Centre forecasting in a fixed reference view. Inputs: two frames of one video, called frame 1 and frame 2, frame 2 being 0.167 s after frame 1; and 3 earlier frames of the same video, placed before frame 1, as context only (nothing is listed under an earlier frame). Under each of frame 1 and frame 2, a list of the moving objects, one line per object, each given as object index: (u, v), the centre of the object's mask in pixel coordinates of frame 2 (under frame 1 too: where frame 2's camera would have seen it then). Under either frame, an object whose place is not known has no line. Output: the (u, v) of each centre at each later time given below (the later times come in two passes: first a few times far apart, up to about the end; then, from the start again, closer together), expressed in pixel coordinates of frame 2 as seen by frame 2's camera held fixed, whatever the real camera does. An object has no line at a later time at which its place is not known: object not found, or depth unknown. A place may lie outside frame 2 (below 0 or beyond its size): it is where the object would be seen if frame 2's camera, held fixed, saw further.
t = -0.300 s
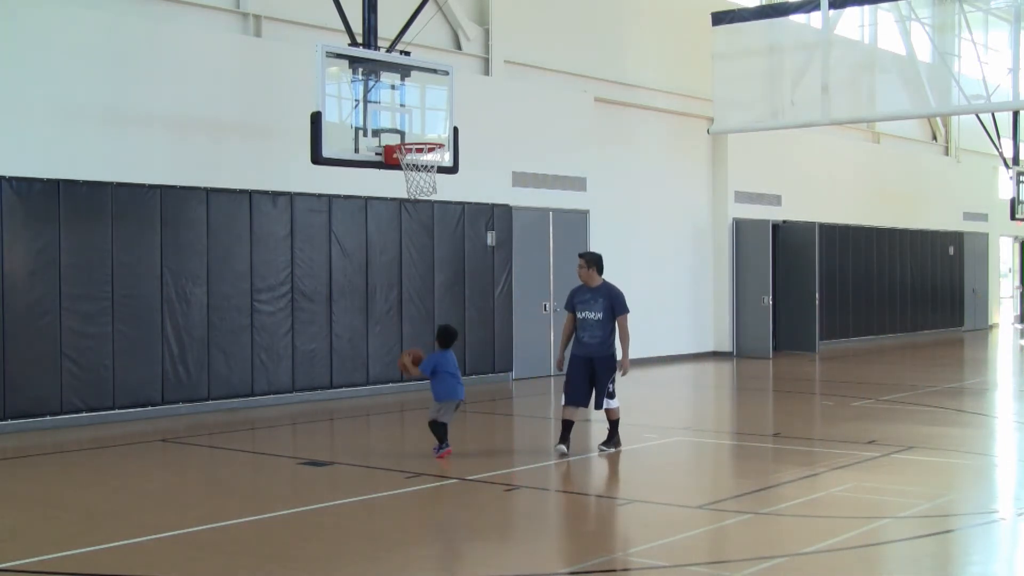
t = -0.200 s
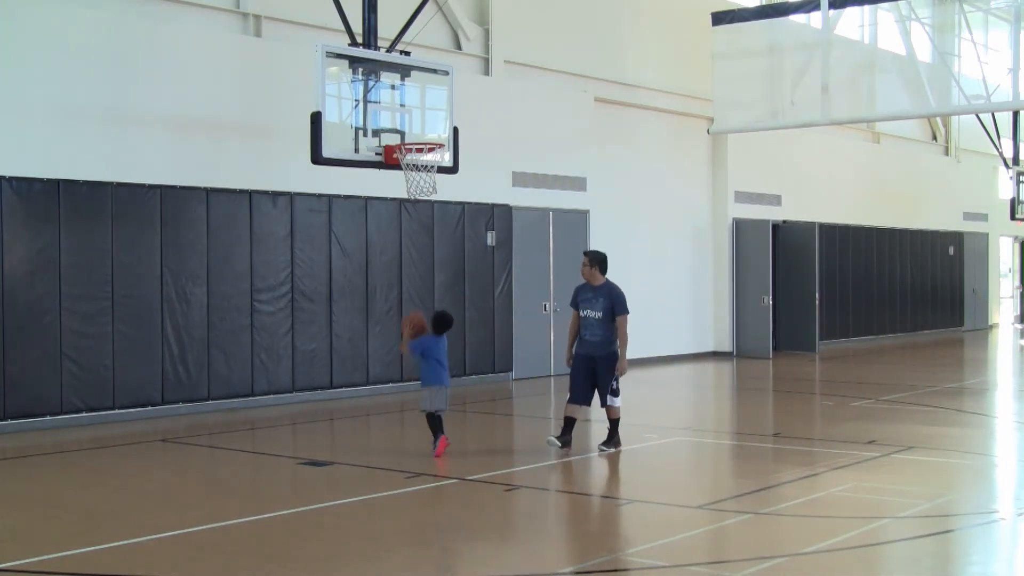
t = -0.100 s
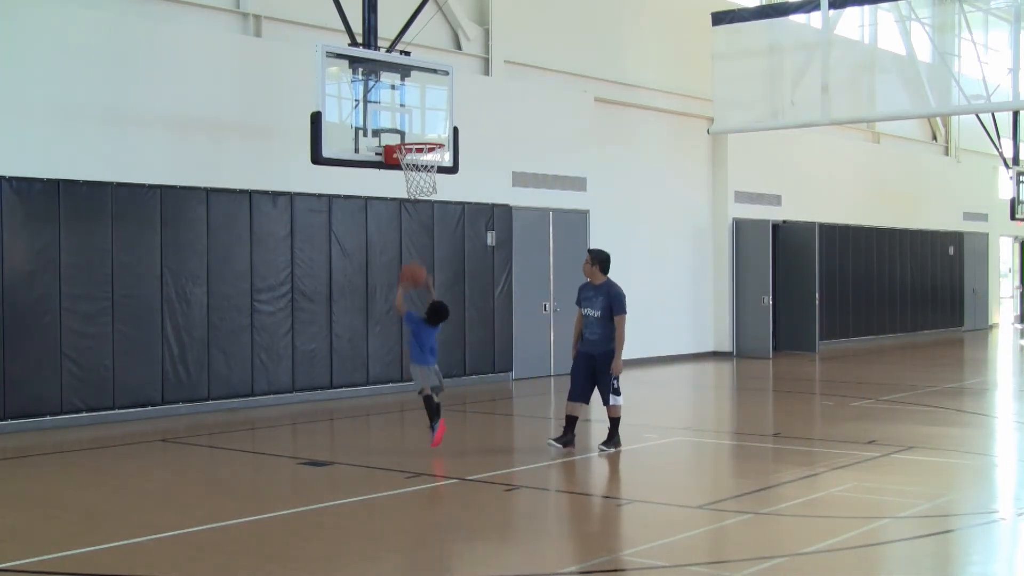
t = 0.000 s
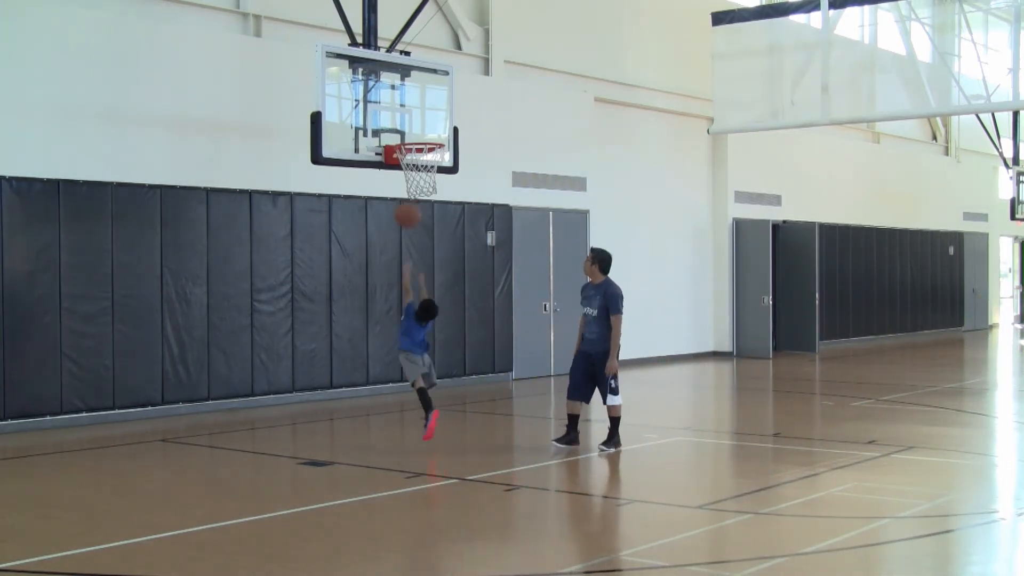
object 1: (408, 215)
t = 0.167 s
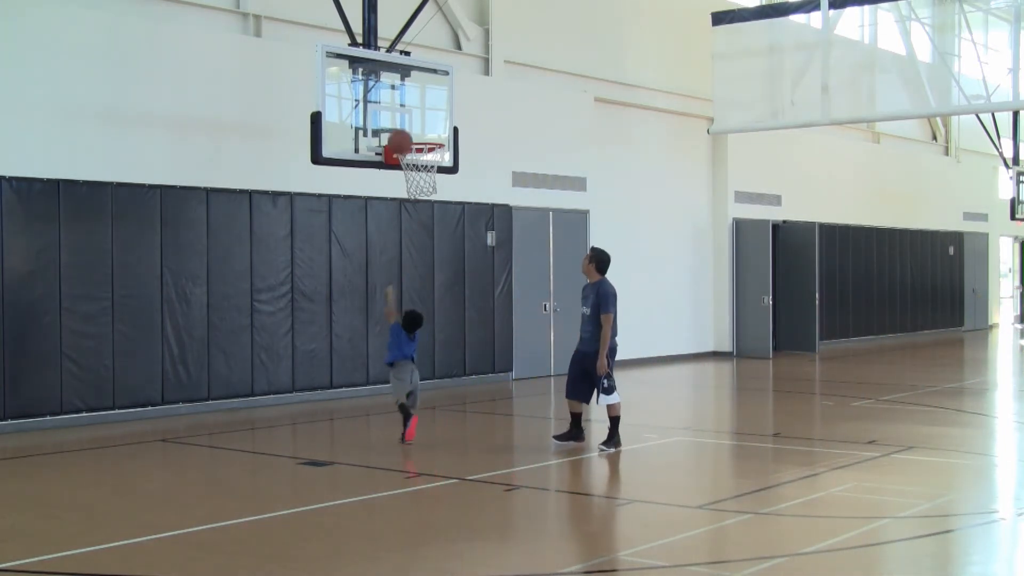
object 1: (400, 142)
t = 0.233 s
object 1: (397, 122)
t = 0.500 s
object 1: (387, 90)
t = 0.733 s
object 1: (413, 124)
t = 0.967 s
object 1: (431, 186)
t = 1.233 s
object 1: (421, 266)
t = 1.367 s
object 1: (416, 331)
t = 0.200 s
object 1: (398, 131)
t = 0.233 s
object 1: (397, 122)
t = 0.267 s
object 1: (396, 113)
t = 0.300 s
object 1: (395, 106)
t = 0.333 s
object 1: (393, 101)
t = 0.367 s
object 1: (392, 96)
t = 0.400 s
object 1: (391, 93)
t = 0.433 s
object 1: (390, 91)
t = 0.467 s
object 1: (388, 90)
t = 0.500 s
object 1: (387, 90)
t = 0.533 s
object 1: (386, 91)
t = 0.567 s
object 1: (391, 94)
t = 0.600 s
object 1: (395, 97)
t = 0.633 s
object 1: (399, 102)
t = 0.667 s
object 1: (404, 108)
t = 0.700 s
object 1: (408, 115)
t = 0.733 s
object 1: (413, 124)
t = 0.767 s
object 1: (417, 133)
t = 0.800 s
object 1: (422, 144)
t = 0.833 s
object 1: (427, 156)
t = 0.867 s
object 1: (431, 169)
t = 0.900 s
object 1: (433, 177)
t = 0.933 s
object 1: (433, 181)
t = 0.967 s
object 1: (431, 186)
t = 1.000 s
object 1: (429, 195)
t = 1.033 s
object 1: (428, 201)
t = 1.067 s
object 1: (427, 209)
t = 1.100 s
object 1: (426, 219)
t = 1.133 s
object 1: (424, 228)
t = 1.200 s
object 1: (422, 252)
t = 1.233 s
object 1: (421, 266)
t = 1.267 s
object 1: (421, 279)
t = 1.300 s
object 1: (419, 295)
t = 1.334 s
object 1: (418, 312)
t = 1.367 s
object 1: (416, 331)
